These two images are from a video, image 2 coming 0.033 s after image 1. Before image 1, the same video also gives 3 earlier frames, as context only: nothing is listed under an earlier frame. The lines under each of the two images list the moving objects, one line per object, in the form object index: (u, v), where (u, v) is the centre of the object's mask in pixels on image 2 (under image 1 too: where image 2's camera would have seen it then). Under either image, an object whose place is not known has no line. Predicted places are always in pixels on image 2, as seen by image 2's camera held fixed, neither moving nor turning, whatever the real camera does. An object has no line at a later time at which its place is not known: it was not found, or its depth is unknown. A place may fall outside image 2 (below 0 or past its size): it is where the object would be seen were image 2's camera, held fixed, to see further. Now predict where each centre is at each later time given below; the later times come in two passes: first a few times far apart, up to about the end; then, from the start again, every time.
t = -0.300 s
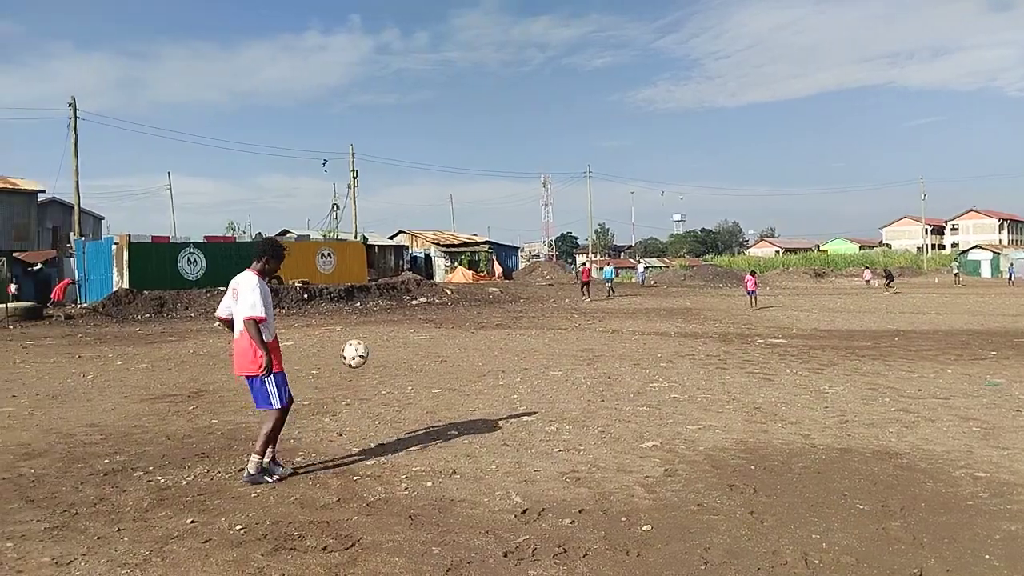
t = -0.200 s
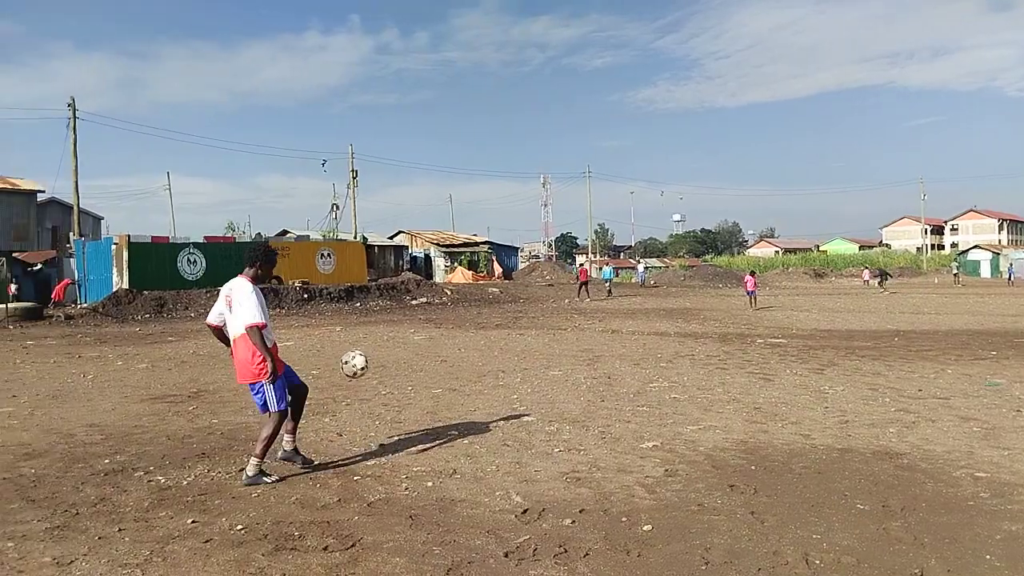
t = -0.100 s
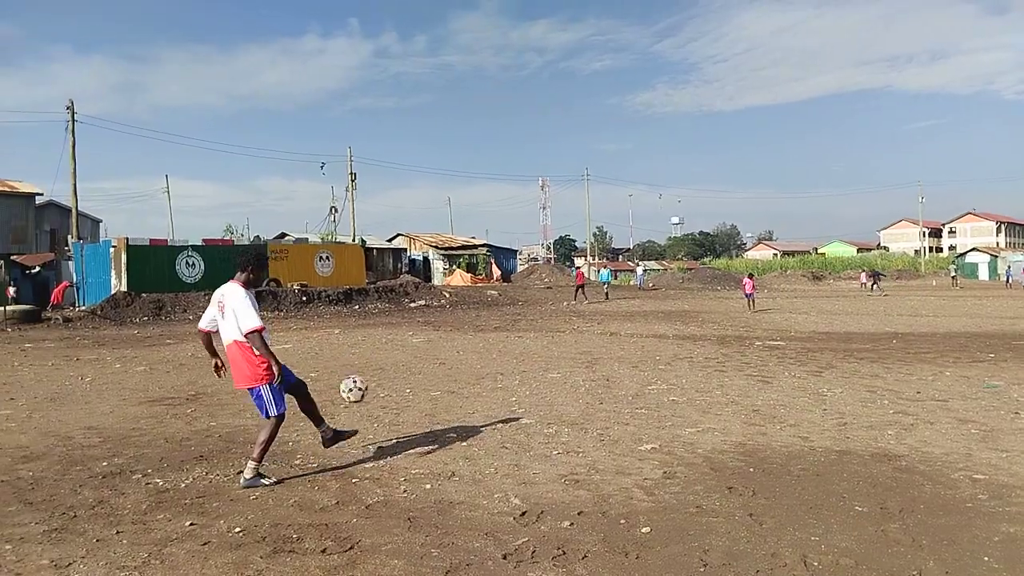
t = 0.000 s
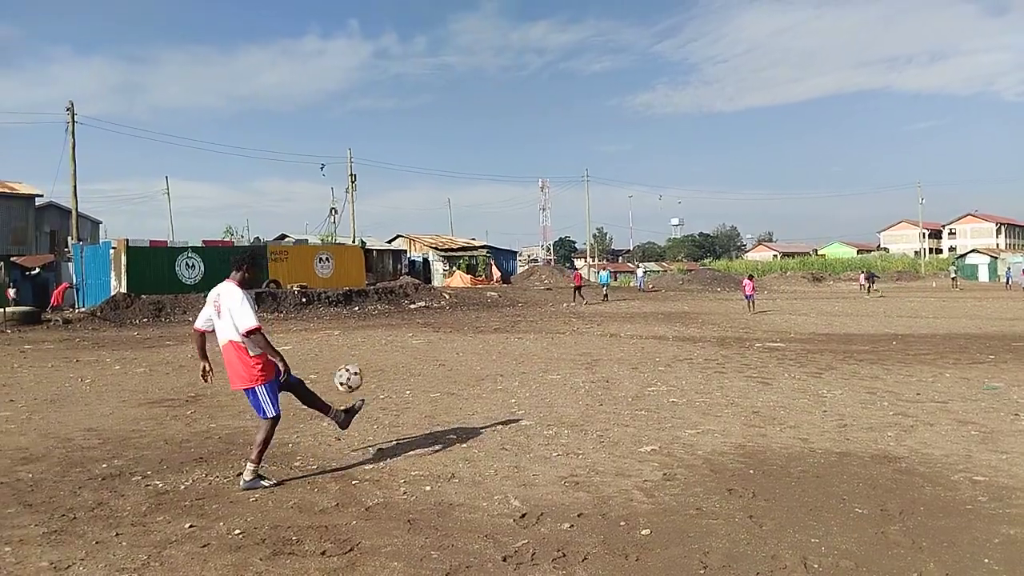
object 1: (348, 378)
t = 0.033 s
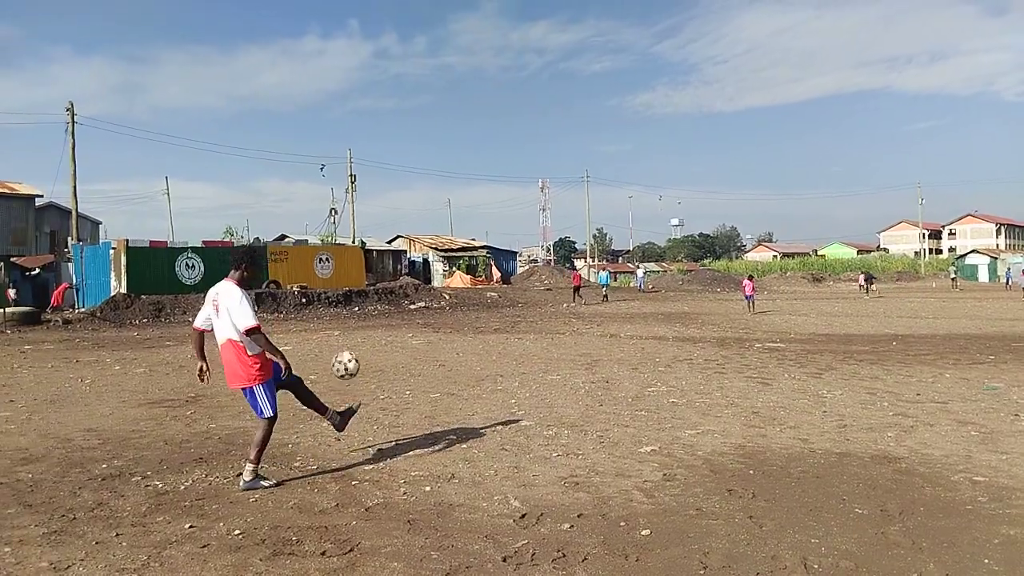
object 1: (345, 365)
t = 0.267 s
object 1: (322, 315)
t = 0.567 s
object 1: (294, 356)
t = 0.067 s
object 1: (342, 353)
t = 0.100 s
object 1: (338, 343)
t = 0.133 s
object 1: (335, 335)
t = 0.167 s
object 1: (330, 328)
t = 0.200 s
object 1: (328, 322)
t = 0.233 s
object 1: (324, 318)
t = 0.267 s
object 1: (322, 315)
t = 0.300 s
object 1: (319, 314)
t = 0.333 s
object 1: (316, 314)
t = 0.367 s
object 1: (313, 315)
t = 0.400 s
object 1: (310, 318)
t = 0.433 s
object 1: (307, 323)
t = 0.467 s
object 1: (304, 328)
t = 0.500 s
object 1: (301, 336)
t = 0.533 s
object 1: (298, 346)
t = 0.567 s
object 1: (294, 356)
